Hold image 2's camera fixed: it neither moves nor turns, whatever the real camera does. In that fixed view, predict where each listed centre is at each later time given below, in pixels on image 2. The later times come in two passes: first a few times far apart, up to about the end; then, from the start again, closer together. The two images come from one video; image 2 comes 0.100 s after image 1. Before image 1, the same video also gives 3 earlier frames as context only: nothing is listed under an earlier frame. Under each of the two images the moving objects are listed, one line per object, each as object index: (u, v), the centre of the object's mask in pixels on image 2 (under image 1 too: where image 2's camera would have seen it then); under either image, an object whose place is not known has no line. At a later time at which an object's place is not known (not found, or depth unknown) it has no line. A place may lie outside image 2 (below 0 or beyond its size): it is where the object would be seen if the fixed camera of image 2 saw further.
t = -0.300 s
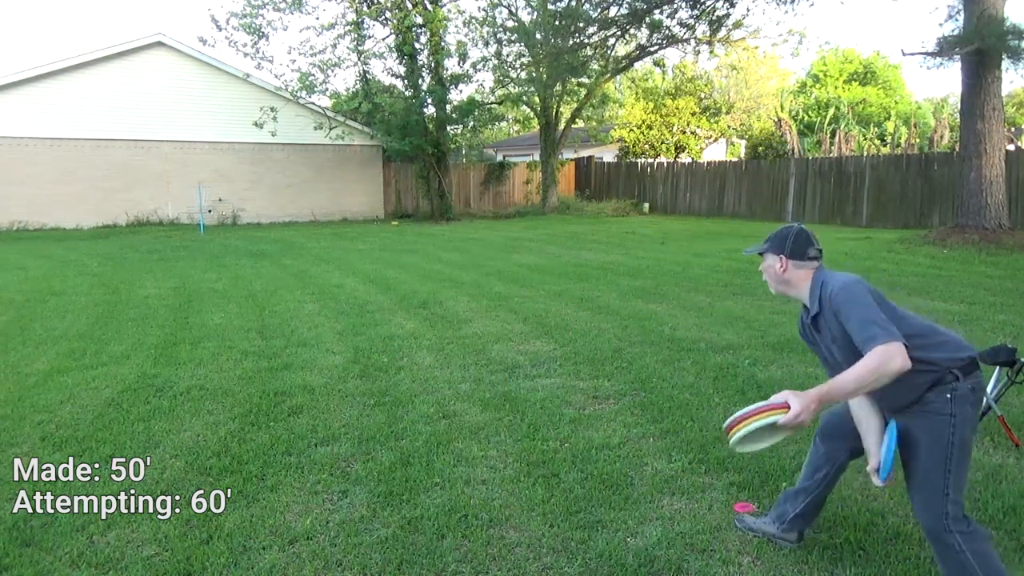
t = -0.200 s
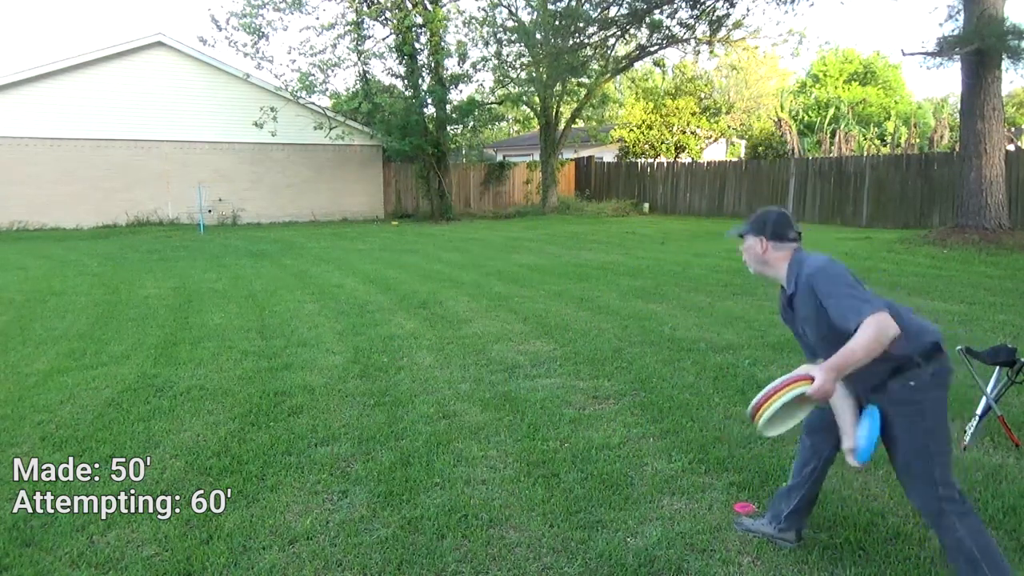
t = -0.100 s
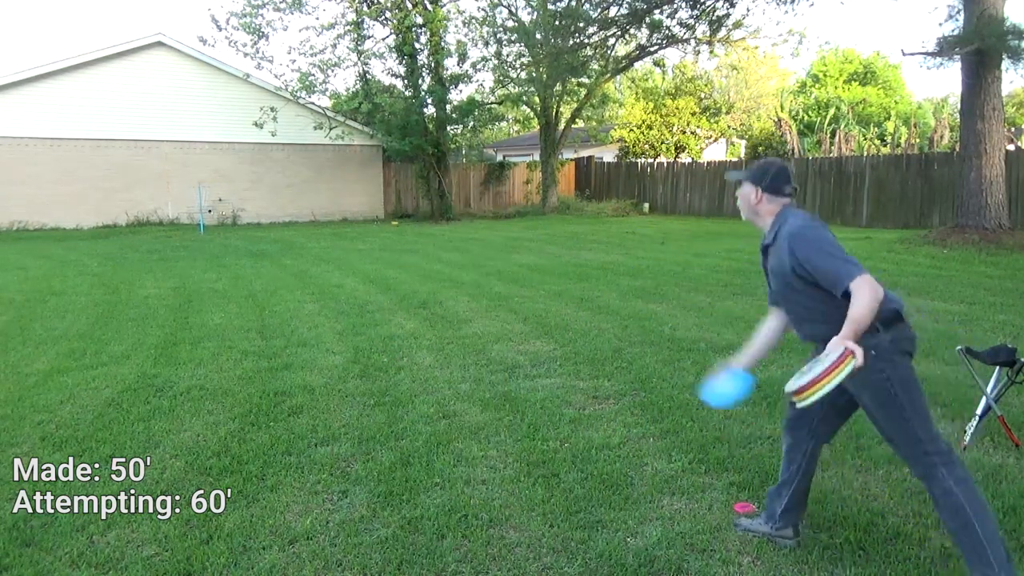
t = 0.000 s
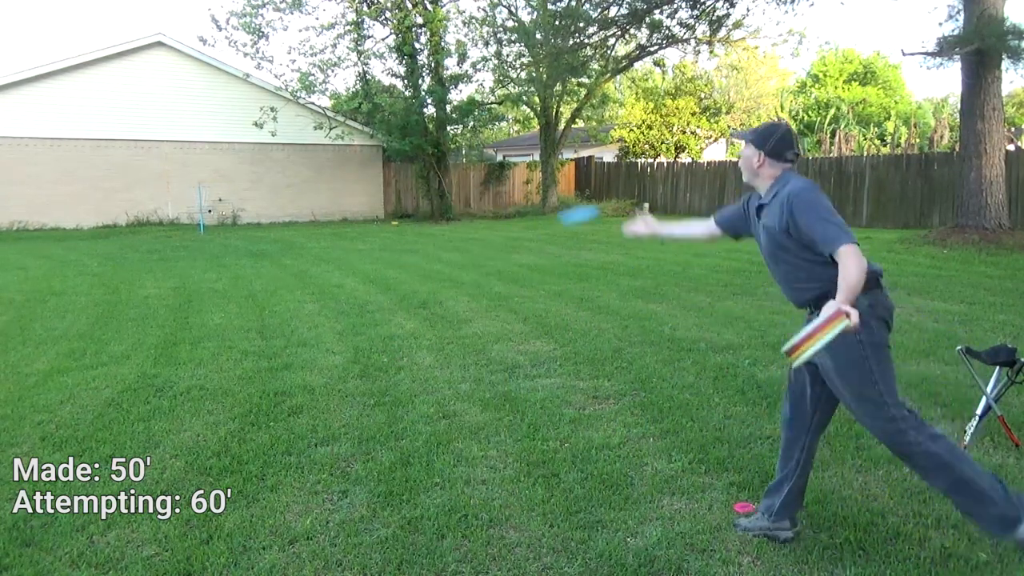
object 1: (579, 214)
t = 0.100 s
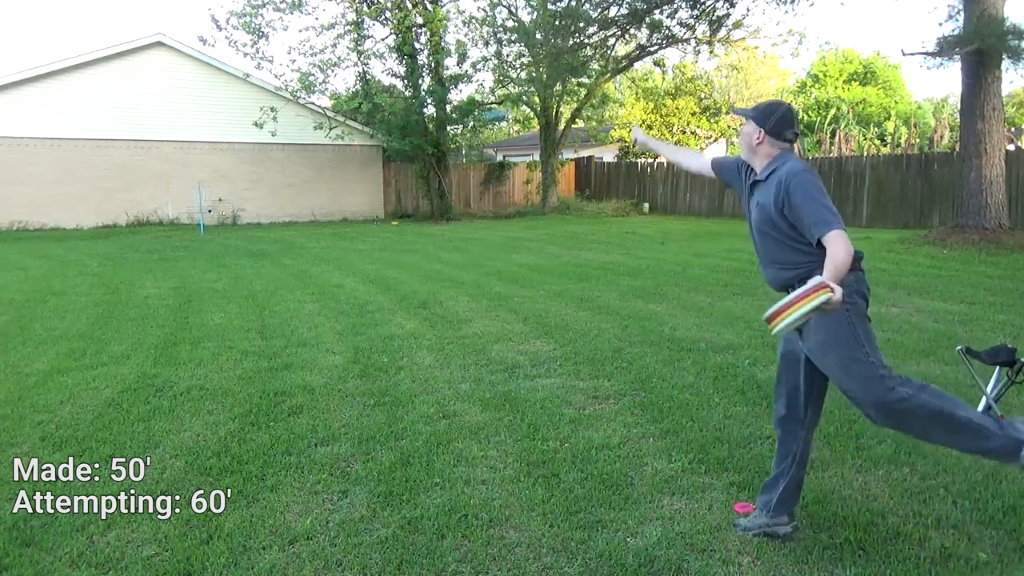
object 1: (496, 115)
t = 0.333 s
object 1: (393, 55)
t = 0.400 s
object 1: (370, 53)
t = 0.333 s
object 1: (393, 55)
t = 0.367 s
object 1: (380, 55)
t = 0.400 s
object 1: (370, 53)
